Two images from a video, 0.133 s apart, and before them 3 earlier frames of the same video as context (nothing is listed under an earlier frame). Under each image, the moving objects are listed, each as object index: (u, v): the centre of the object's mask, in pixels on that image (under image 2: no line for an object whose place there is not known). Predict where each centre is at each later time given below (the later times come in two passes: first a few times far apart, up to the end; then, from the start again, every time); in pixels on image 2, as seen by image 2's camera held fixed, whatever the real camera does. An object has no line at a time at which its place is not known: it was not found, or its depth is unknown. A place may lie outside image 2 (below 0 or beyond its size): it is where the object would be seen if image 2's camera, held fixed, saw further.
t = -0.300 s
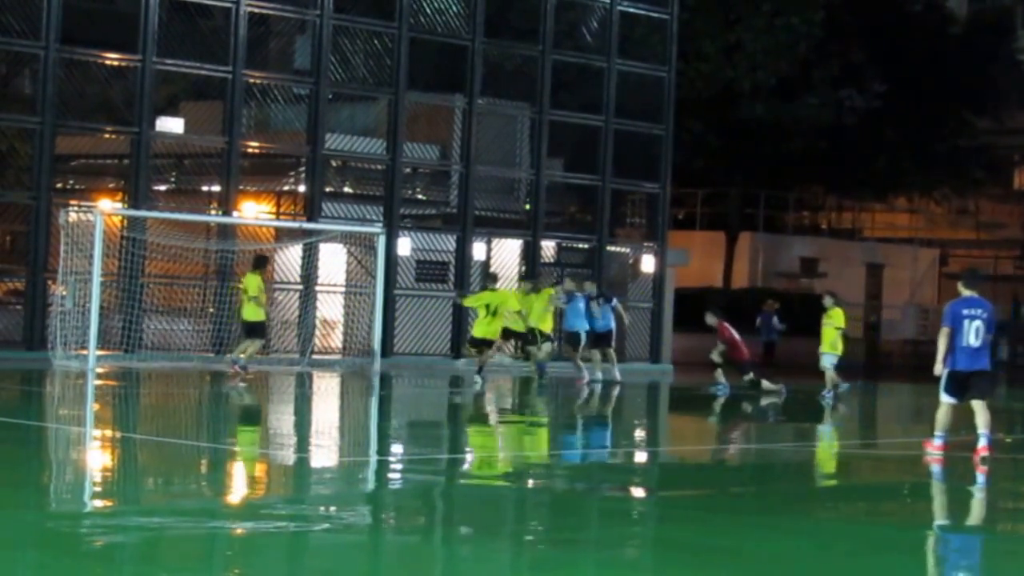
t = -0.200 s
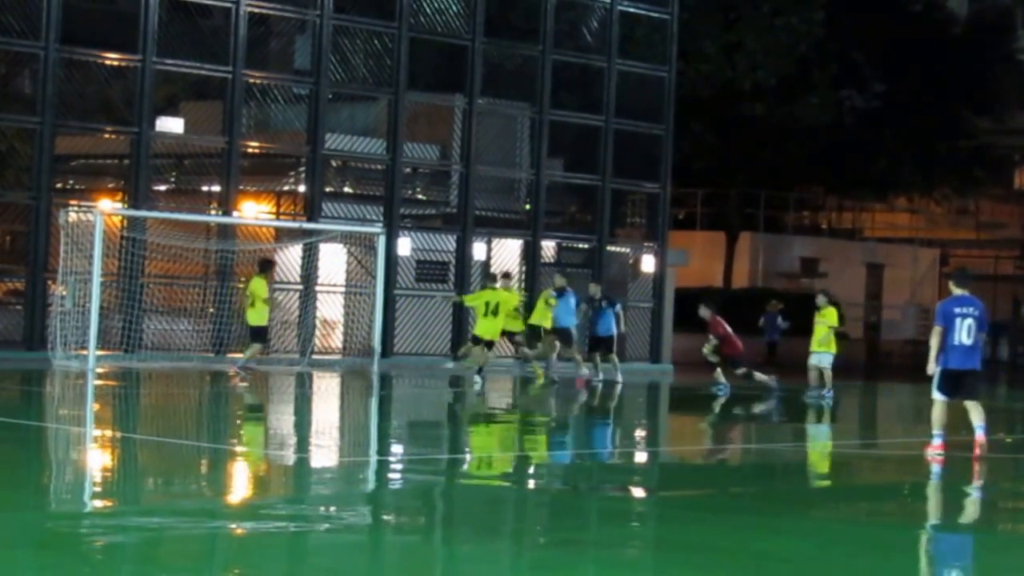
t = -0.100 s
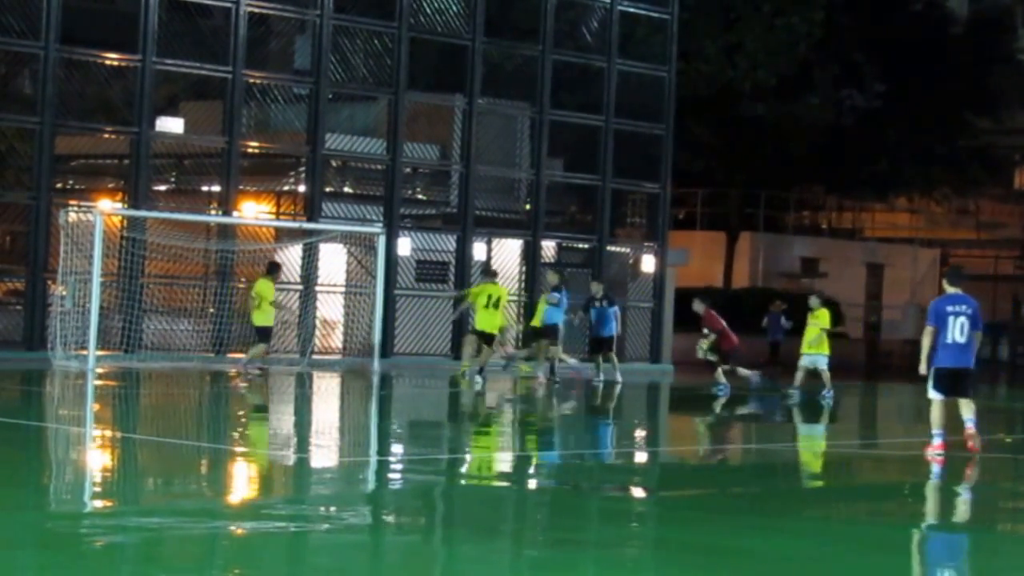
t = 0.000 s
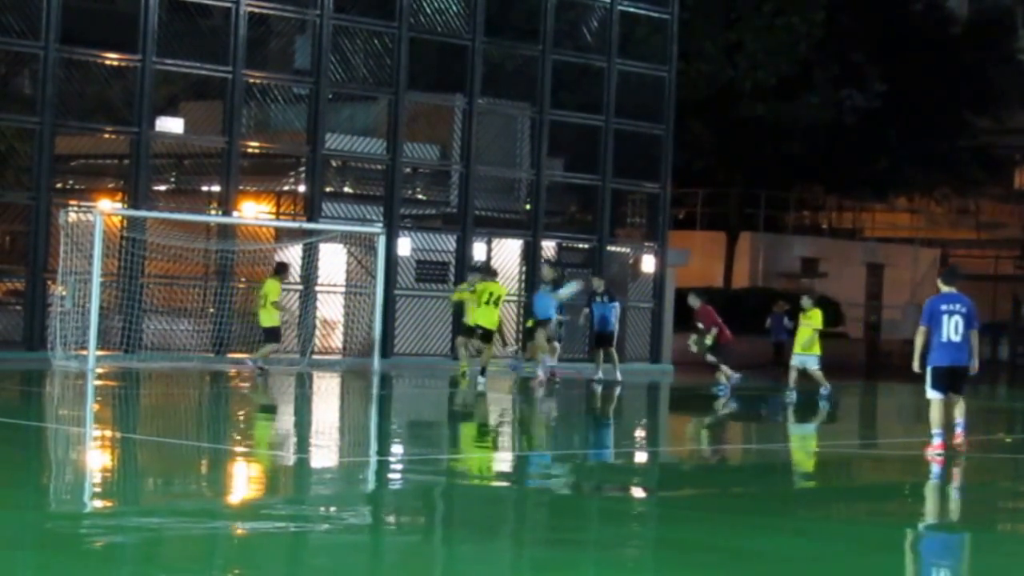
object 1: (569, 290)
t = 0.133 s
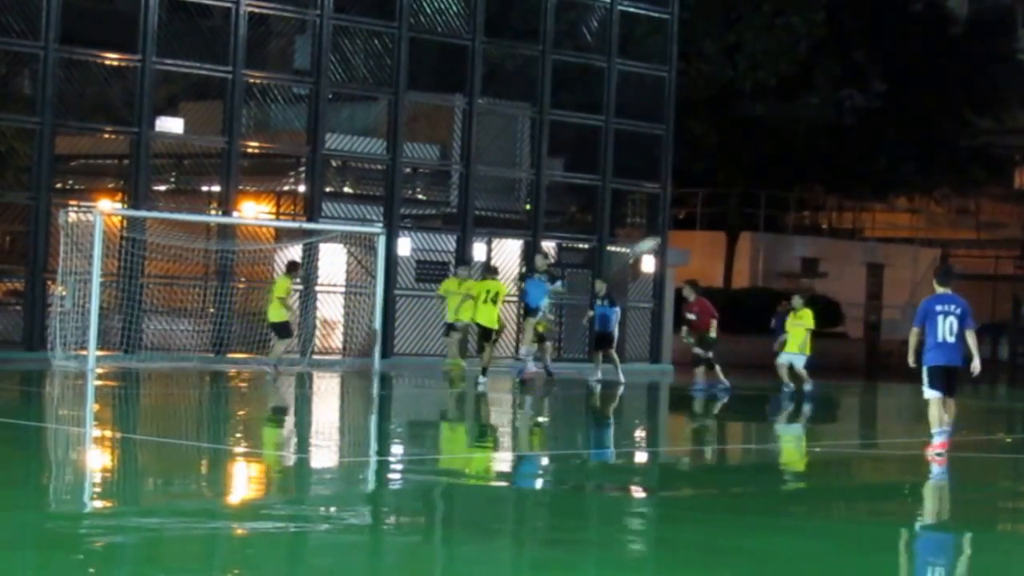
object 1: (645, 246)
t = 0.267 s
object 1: (721, 213)
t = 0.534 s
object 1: (866, 187)
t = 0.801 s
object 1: (1011, 206)
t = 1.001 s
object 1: (1118, 252)
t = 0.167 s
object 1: (665, 235)
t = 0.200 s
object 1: (683, 227)
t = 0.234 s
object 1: (703, 220)
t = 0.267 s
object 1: (721, 213)
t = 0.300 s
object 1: (740, 207)
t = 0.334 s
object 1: (758, 202)
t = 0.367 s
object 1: (776, 197)
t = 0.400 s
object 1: (794, 194)
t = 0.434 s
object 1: (812, 191)
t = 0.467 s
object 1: (829, 189)
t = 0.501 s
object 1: (848, 187)
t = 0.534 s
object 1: (866, 187)
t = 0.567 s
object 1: (883, 186)
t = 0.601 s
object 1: (901, 187)
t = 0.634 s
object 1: (919, 189)
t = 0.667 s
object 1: (938, 191)
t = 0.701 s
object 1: (956, 193)
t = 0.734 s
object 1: (974, 197)
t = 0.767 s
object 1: (992, 201)
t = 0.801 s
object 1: (1011, 206)
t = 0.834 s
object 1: (1029, 211)
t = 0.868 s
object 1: (1046, 218)
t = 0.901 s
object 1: (1065, 225)
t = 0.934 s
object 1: (1082, 233)
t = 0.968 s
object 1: (1099, 242)
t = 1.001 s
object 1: (1118, 252)
